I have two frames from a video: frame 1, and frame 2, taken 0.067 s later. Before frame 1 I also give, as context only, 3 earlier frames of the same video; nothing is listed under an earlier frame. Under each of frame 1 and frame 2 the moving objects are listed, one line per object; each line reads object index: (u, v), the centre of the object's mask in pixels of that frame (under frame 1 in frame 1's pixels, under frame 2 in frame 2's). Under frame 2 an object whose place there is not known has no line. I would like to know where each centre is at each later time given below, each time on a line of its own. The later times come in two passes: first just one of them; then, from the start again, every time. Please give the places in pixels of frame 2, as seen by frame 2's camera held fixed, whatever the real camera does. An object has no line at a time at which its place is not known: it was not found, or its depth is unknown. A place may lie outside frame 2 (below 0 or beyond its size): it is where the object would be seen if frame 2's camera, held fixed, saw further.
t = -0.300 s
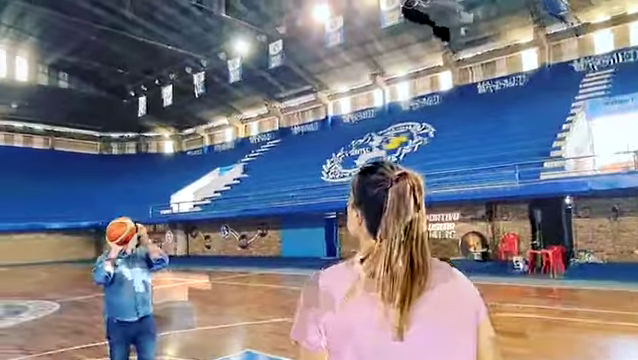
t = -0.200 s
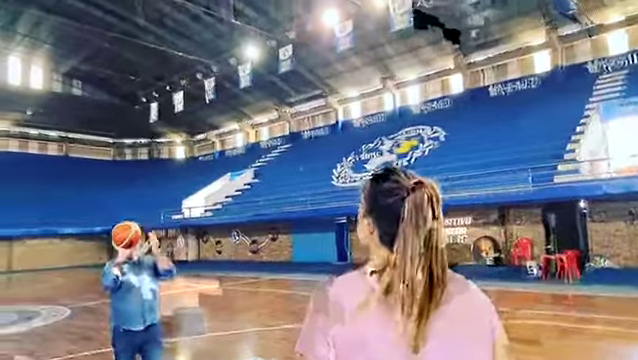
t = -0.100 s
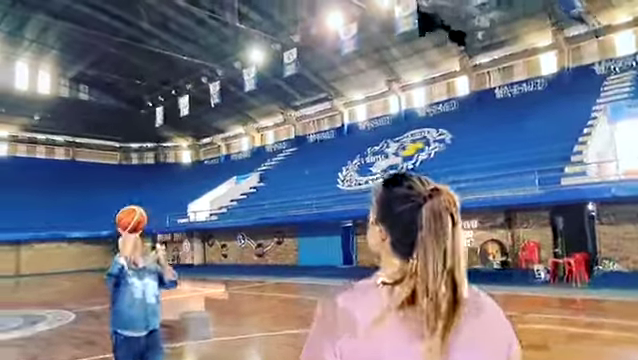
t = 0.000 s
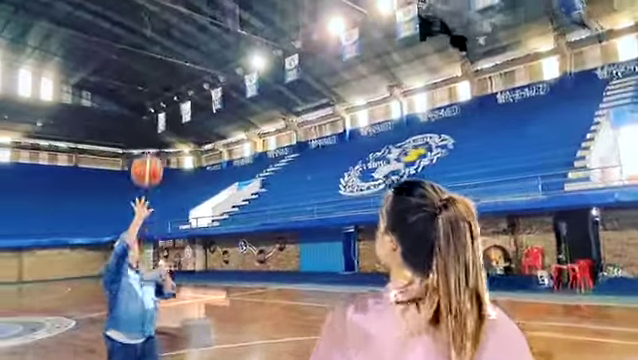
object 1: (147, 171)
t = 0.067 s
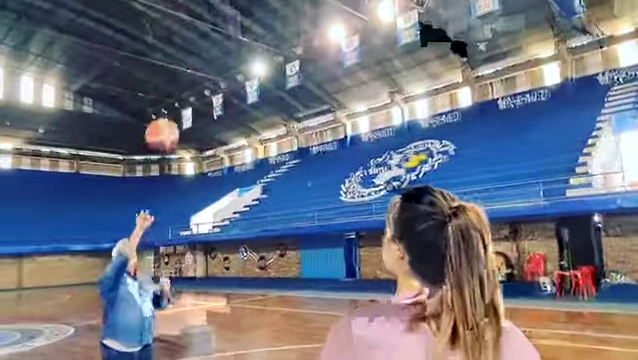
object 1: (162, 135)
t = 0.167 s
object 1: (187, 75)
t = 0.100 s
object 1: (170, 113)
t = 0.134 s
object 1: (178, 94)
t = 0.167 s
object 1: (187, 75)
